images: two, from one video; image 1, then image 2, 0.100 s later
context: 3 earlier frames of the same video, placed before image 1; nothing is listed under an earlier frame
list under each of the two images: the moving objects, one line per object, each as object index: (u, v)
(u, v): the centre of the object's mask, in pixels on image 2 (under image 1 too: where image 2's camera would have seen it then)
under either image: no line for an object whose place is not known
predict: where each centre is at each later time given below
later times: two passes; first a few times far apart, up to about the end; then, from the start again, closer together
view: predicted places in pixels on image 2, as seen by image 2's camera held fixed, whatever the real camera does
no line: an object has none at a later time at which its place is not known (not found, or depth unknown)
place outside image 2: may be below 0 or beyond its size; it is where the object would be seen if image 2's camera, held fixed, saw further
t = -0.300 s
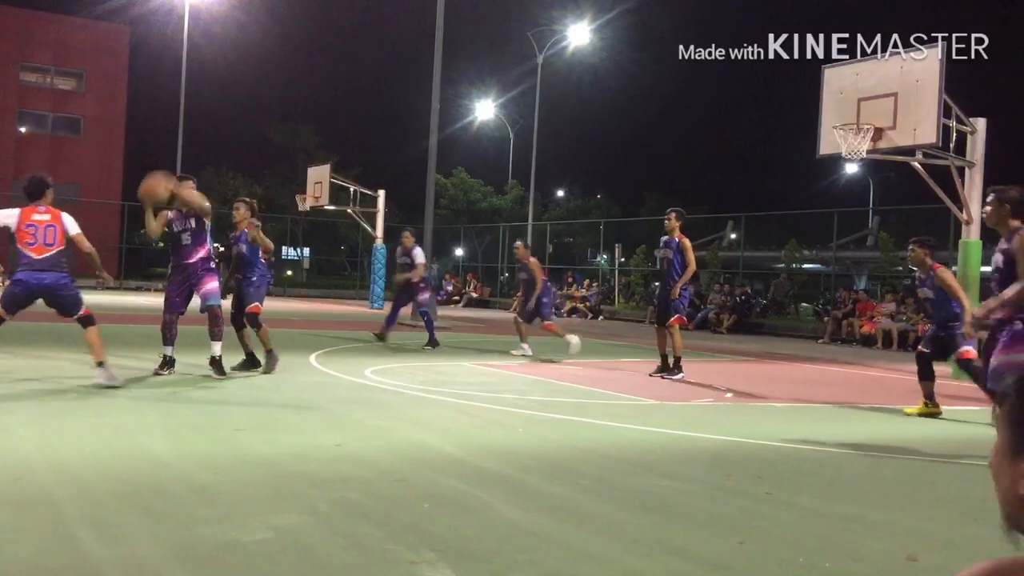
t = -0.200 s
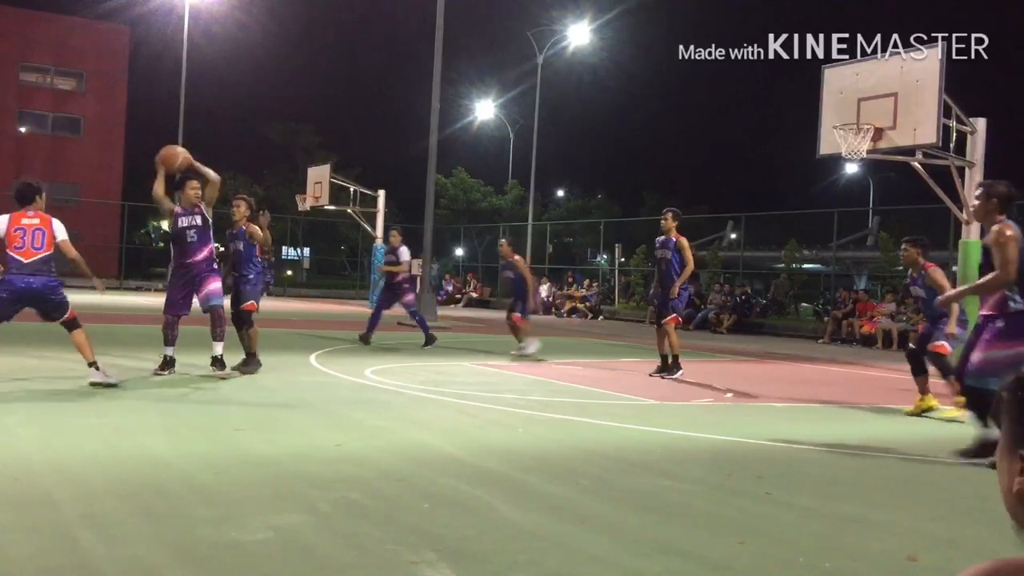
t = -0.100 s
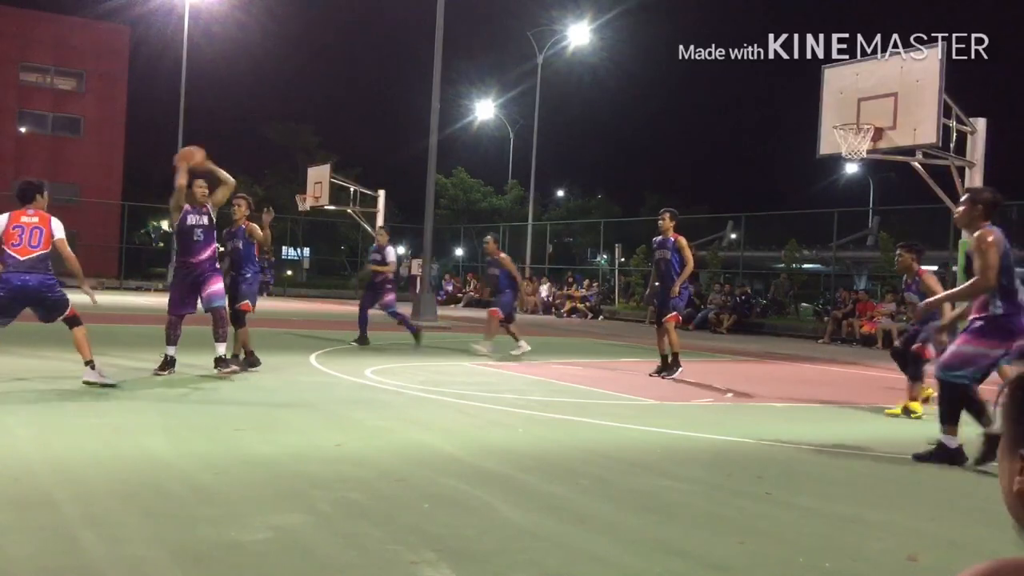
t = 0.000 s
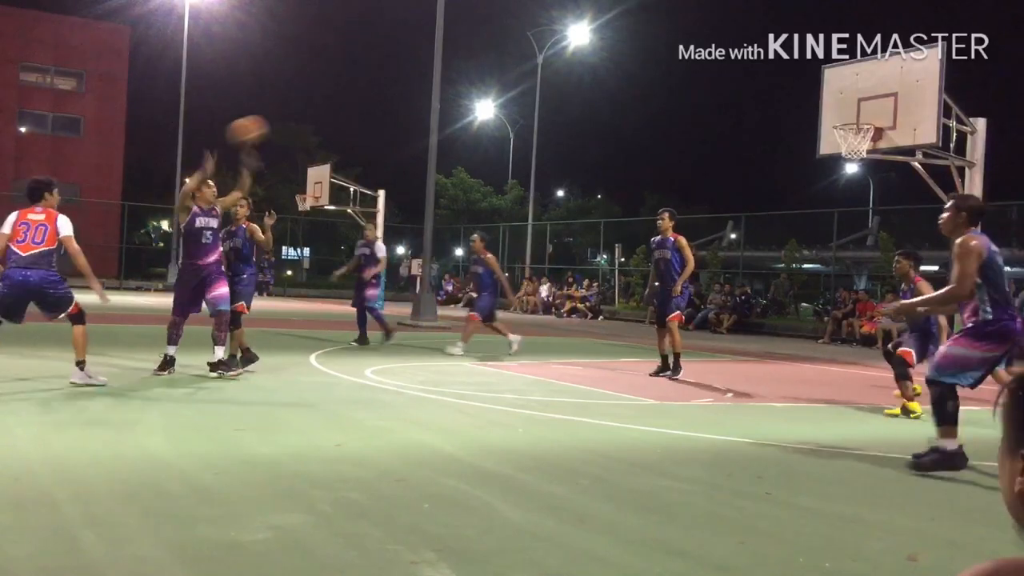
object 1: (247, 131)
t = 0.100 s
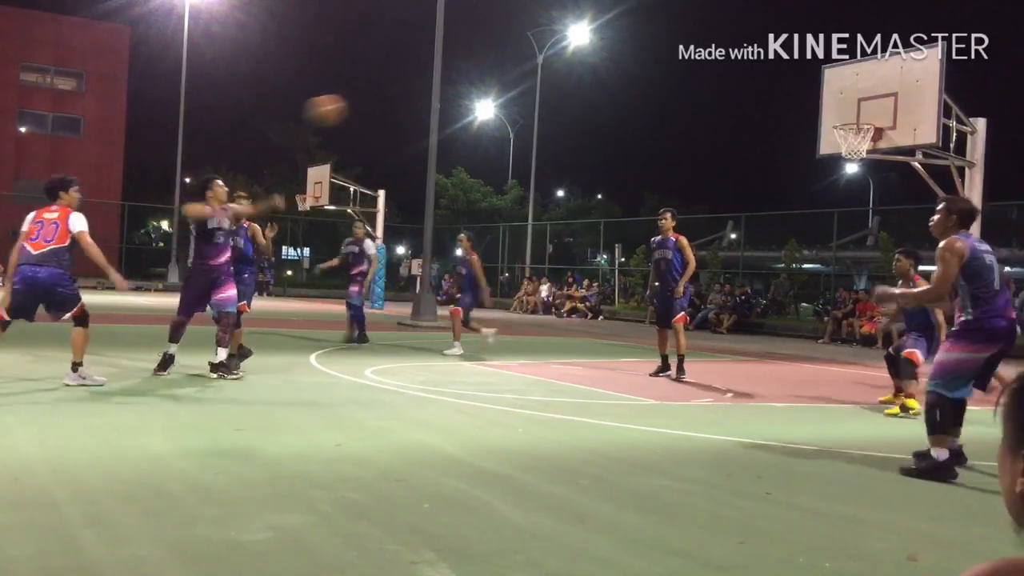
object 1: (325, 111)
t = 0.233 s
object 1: (442, 98)
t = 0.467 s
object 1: (689, 138)
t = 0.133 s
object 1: (354, 105)
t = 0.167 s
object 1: (383, 102)
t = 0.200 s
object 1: (410, 100)
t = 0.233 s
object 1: (442, 98)
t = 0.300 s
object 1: (511, 99)
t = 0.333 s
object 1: (541, 104)
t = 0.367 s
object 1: (576, 110)
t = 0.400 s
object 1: (613, 118)
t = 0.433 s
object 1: (650, 127)
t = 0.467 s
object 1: (689, 138)
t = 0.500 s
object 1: (730, 151)
